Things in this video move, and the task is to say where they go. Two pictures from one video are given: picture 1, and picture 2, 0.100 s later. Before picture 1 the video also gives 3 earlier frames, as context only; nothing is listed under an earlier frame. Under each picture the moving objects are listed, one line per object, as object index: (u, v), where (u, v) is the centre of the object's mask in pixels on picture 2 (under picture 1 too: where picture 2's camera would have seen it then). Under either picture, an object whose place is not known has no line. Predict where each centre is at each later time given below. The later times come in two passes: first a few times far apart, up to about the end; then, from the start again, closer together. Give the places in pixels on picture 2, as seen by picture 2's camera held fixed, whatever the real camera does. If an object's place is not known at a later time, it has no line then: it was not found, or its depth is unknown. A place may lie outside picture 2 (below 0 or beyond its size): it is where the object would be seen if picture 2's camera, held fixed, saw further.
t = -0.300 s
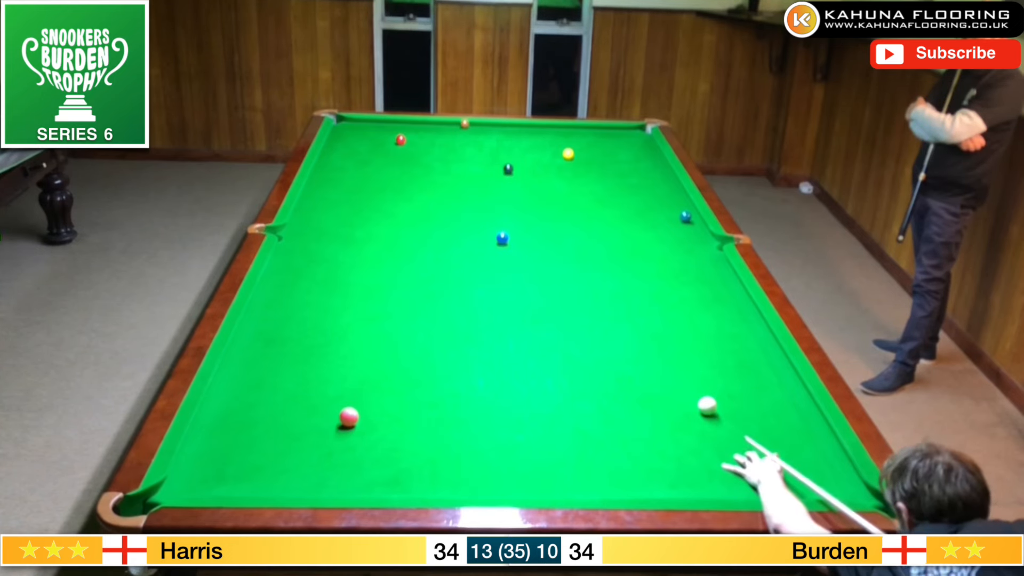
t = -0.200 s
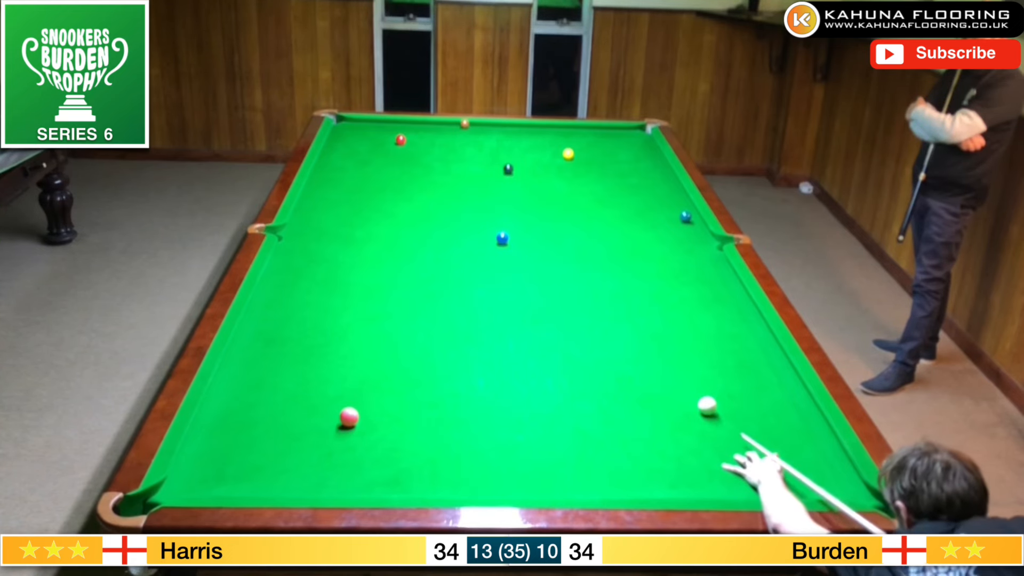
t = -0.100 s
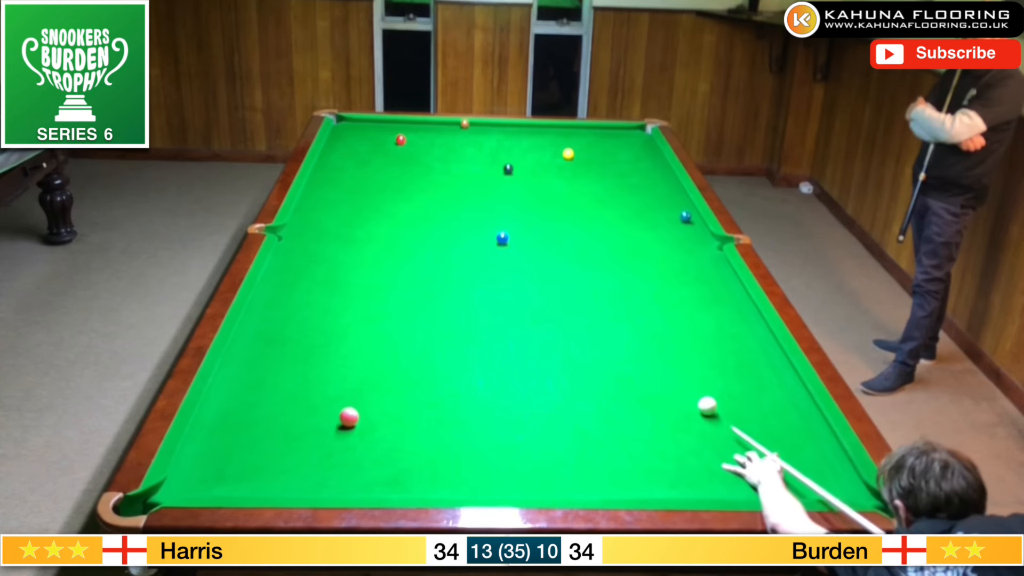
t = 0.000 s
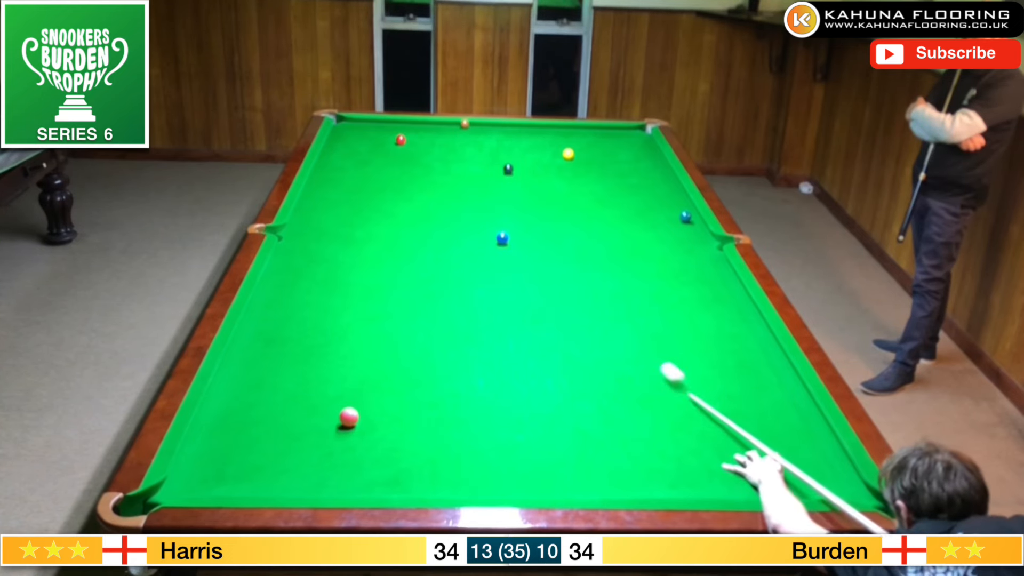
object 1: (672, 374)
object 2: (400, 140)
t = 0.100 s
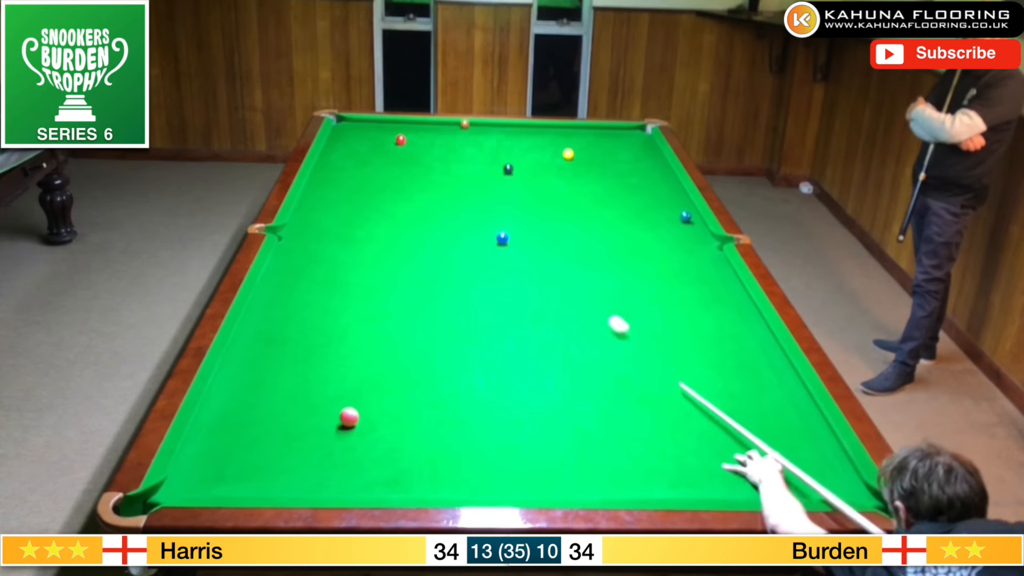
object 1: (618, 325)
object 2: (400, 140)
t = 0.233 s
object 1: (565, 277)
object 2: (400, 140)
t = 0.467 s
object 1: (501, 220)
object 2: (400, 140)
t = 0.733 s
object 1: (453, 177)
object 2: (400, 140)
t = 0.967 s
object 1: (419, 147)
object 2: (400, 140)
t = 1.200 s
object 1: (405, 122)
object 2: (386, 140)
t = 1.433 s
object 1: (387, 137)
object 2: (369, 139)
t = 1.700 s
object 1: (364, 155)
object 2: (350, 139)
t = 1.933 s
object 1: (342, 173)
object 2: (336, 138)
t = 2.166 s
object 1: (318, 192)
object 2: (337, 138)
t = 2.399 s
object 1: (301, 213)
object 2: (344, 138)
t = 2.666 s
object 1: (302, 237)
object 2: (351, 139)
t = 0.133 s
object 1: (603, 312)
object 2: (400, 140)
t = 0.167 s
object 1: (589, 299)
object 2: (400, 140)
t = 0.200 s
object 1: (577, 288)
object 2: (400, 140)
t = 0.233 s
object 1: (565, 277)
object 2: (400, 140)
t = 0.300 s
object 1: (543, 258)
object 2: (400, 140)
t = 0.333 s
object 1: (533, 249)
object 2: (400, 140)
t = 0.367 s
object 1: (525, 241)
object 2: (400, 140)
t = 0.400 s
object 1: (517, 234)
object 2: (400, 140)
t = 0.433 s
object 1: (508, 226)
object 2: (400, 140)
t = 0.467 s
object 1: (501, 220)
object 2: (400, 140)
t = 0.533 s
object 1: (487, 208)
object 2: (400, 140)
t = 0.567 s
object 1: (481, 202)
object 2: (400, 140)
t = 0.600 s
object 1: (475, 197)
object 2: (400, 140)
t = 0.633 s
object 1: (470, 192)
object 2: (400, 140)
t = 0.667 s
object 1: (464, 187)
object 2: (400, 140)
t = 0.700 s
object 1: (458, 182)
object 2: (400, 140)
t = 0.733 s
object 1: (453, 177)
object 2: (400, 140)
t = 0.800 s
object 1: (442, 168)
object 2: (400, 140)
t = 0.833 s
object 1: (437, 164)
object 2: (400, 140)
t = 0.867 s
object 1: (433, 160)
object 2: (400, 140)
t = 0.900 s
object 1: (428, 156)
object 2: (400, 140)
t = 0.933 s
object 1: (424, 152)
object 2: (400, 140)
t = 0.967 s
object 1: (419, 147)
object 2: (400, 140)
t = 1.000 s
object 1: (415, 144)
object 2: (400, 140)
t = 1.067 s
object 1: (410, 136)
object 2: (397, 140)
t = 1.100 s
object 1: (409, 133)
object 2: (394, 139)
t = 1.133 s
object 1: (408, 129)
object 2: (391, 139)
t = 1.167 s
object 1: (406, 126)
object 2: (389, 140)
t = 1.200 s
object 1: (405, 122)
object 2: (386, 140)
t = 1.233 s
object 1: (404, 122)
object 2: (384, 140)
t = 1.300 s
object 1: (398, 127)
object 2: (379, 139)
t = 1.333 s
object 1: (395, 130)
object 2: (376, 139)
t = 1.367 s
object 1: (392, 132)
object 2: (374, 139)
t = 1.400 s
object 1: (389, 134)
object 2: (371, 139)
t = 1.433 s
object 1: (387, 137)
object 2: (369, 139)
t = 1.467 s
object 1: (384, 139)
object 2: (366, 139)
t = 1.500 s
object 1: (381, 141)
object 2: (364, 139)
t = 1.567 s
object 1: (375, 146)
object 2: (359, 139)
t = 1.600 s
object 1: (373, 148)
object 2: (357, 139)
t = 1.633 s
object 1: (370, 151)
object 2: (355, 139)
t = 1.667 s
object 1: (367, 153)
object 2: (352, 139)
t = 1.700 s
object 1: (364, 155)
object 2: (350, 139)
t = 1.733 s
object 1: (361, 158)
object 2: (348, 139)
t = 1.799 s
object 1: (355, 163)
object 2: (344, 138)
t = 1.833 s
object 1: (351, 165)
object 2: (342, 138)
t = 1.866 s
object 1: (348, 168)
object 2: (340, 138)
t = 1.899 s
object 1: (345, 170)
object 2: (338, 138)
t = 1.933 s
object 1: (342, 173)
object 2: (336, 138)
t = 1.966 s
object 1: (339, 175)
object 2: (334, 138)
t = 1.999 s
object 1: (335, 178)
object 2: (332, 138)
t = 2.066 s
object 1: (329, 184)
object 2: (333, 138)
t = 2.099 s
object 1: (325, 186)
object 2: (334, 138)
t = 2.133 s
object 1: (322, 189)
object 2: (335, 138)
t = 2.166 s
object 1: (318, 192)
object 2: (337, 138)
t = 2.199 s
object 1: (314, 195)
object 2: (338, 138)
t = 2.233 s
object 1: (311, 198)
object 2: (339, 138)
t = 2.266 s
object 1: (307, 201)
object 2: (340, 138)
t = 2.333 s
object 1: (301, 207)
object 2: (342, 138)
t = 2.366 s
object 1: (301, 210)
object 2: (343, 139)
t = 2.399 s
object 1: (301, 213)
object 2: (344, 138)
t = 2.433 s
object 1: (301, 215)
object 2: (345, 138)
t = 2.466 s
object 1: (301, 218)
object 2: (346, 138)
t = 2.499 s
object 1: (301, 221)
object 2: (347, 138)
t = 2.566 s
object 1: (301, 227)
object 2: (349, 139)
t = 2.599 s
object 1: (301, 230)
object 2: (350, 139)
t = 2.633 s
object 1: (301, 233)
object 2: (350, 139)
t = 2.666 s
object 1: (302, 237)
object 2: (351, 139)
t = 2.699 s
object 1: (302, 240)
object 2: (352, 139)
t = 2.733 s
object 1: (302, 243)
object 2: (353, 139)
